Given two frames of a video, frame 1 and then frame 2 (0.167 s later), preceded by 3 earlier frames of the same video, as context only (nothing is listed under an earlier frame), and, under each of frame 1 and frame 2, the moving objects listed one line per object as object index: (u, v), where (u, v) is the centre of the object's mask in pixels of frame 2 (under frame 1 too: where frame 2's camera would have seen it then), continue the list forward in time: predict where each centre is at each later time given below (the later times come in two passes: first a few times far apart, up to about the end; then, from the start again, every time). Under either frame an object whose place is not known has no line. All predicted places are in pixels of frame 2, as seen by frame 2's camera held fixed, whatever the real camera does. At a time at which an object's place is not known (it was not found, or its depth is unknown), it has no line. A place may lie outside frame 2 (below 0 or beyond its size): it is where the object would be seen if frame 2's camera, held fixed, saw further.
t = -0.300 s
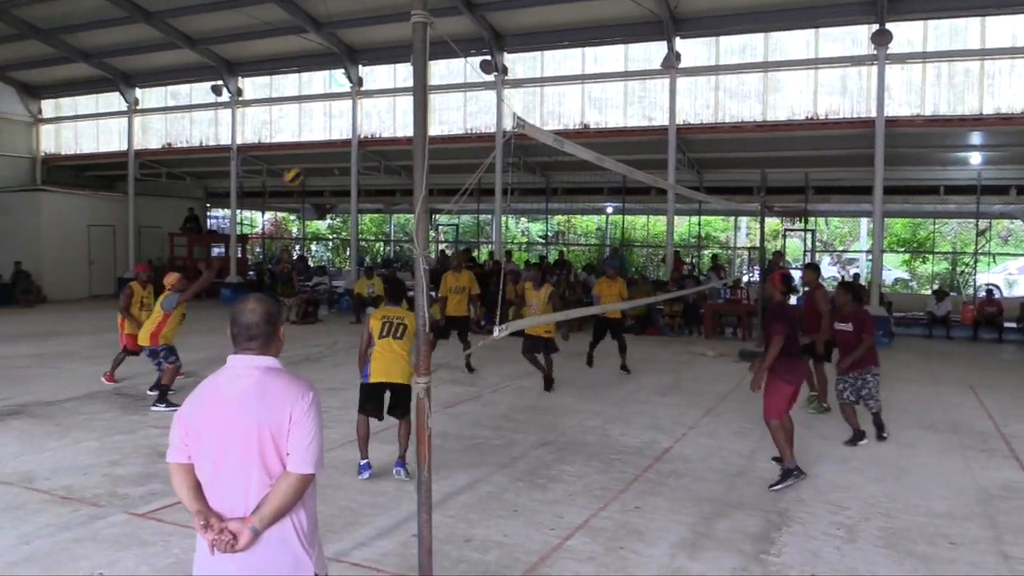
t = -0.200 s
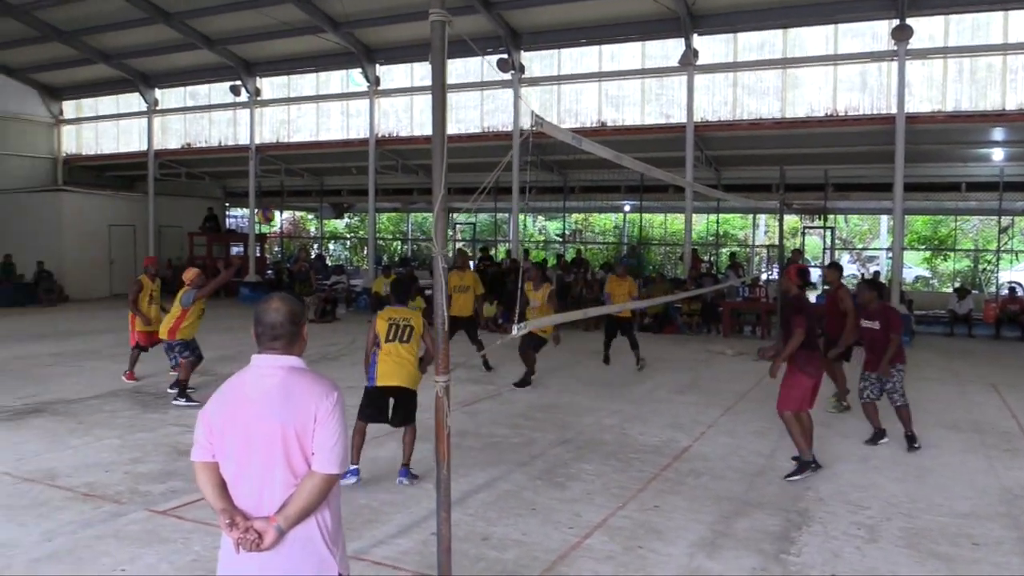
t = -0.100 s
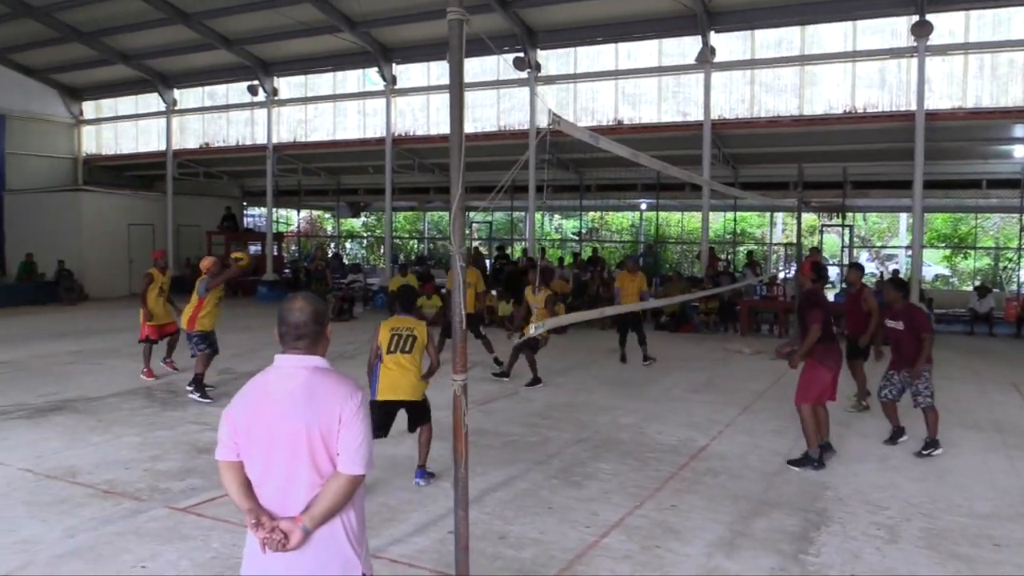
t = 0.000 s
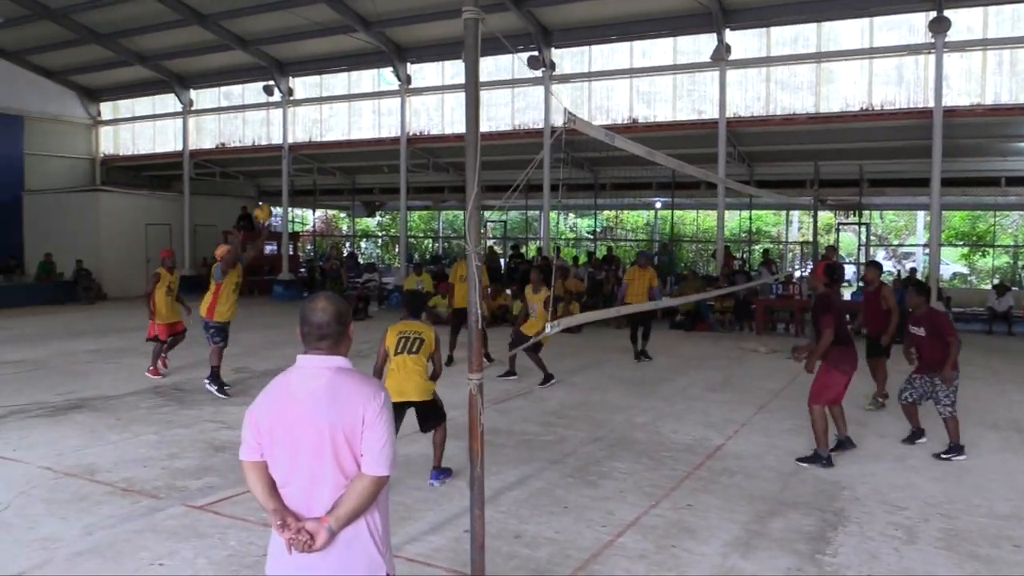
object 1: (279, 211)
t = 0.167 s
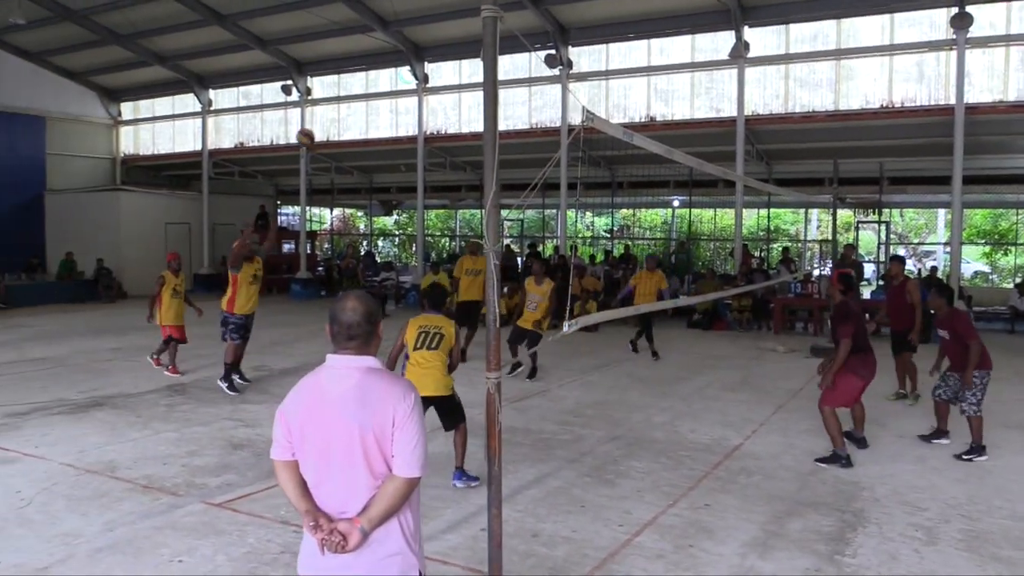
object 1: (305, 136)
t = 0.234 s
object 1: (315, 112)
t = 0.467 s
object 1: (351, 60)
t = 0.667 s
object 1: (383, 53)
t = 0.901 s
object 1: (423, 97)
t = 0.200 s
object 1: (310, 125)
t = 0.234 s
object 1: (315, 112)
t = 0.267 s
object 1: (320, 103)
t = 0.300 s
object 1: (325, 94)
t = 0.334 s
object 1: (330, 85)
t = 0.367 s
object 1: (336, 78)
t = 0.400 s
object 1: (340, 70)
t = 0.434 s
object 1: (346, 64)
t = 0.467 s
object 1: (351, 60)
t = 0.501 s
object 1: (356, 56)
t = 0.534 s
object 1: (362, 53)
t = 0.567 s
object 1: (367, 50)
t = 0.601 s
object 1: (372, 50)
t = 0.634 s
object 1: (377, 51)
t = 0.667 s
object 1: (383, 53)
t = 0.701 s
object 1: (388, 55)
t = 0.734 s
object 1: (394, 58)
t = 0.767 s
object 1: (400, 64)
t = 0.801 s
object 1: (406, 71)
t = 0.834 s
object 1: (410, 78)
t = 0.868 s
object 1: (417, 87)
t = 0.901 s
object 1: (423, 97)
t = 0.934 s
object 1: (429, 109)
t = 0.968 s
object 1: (434, 123)
